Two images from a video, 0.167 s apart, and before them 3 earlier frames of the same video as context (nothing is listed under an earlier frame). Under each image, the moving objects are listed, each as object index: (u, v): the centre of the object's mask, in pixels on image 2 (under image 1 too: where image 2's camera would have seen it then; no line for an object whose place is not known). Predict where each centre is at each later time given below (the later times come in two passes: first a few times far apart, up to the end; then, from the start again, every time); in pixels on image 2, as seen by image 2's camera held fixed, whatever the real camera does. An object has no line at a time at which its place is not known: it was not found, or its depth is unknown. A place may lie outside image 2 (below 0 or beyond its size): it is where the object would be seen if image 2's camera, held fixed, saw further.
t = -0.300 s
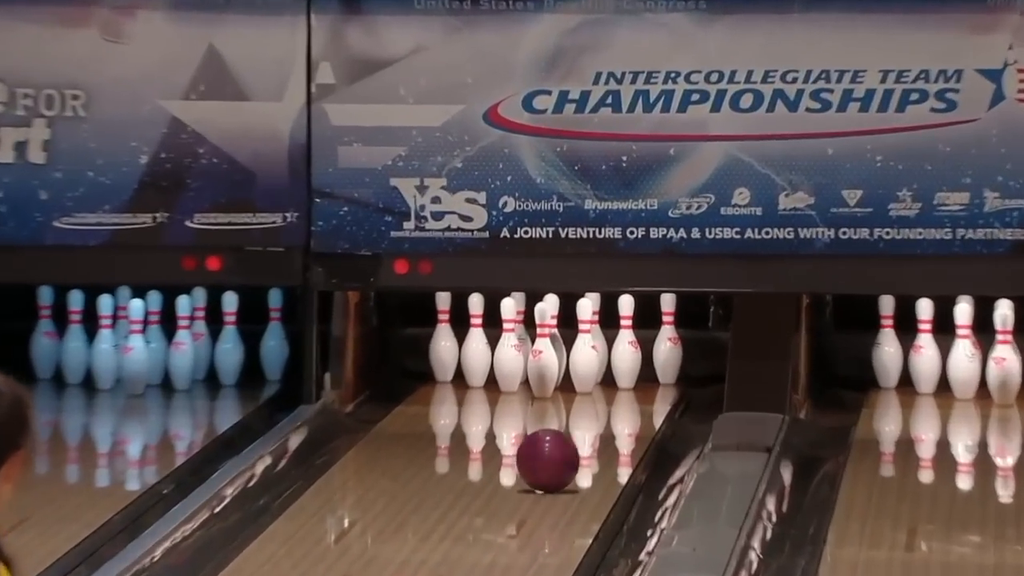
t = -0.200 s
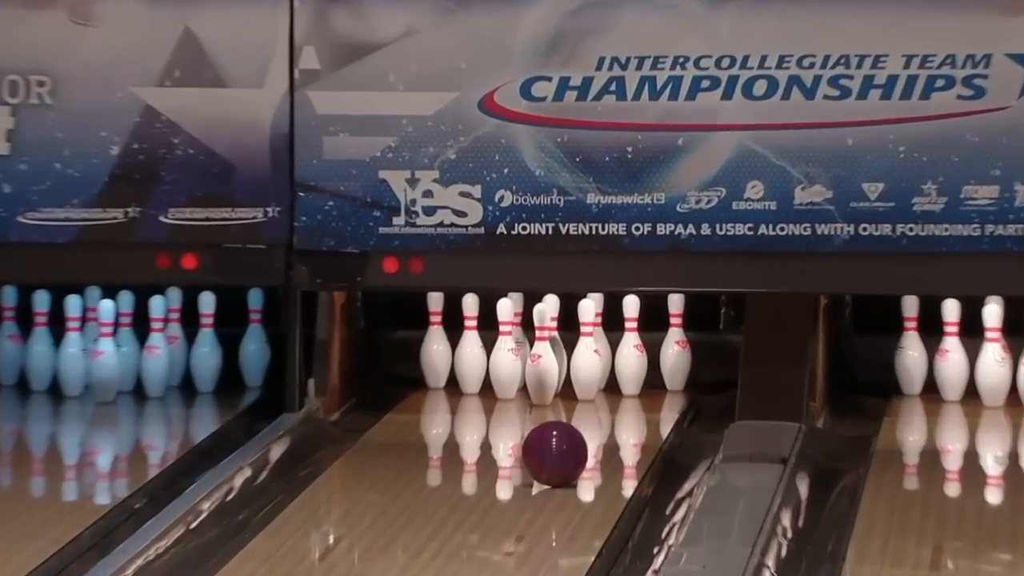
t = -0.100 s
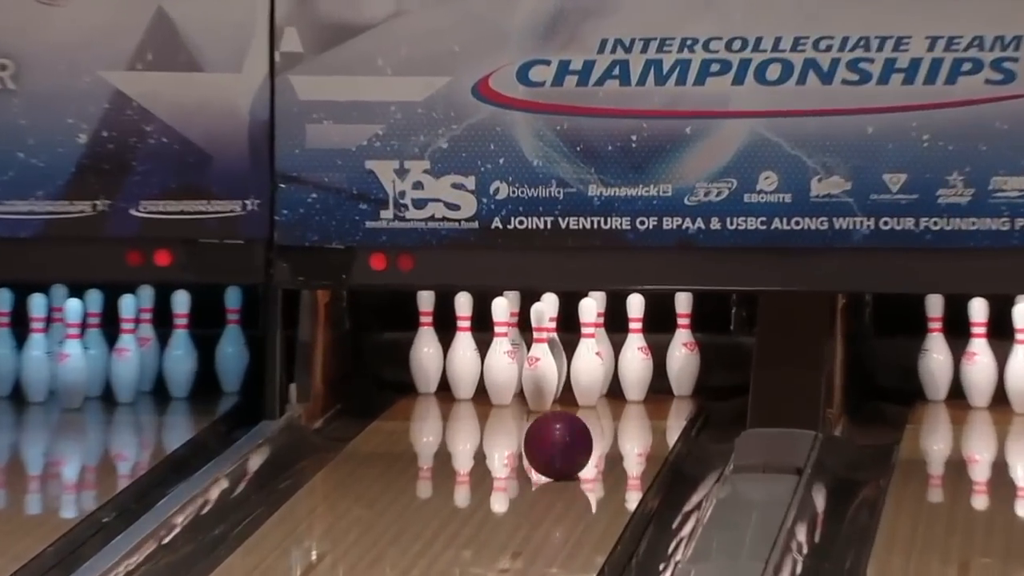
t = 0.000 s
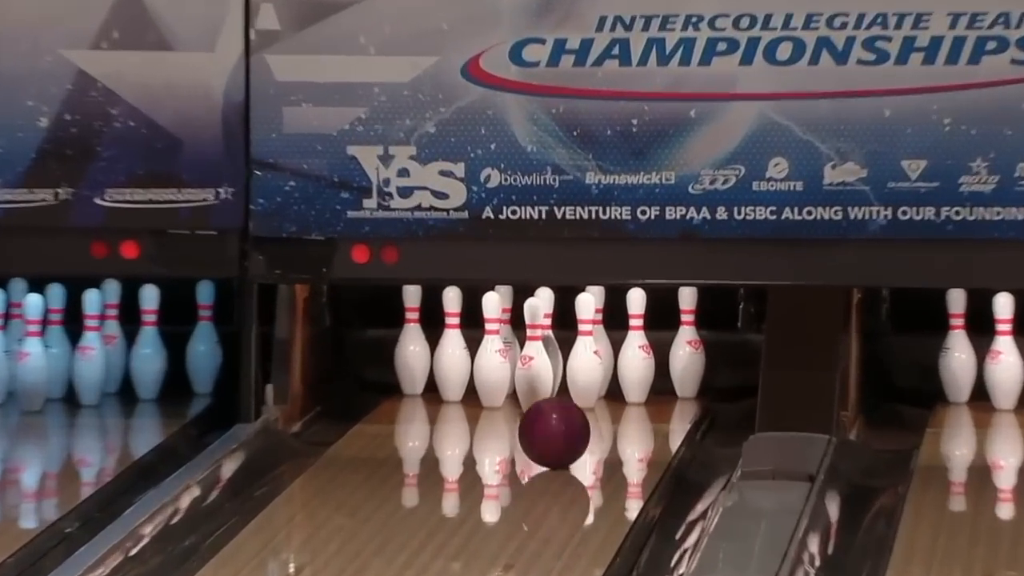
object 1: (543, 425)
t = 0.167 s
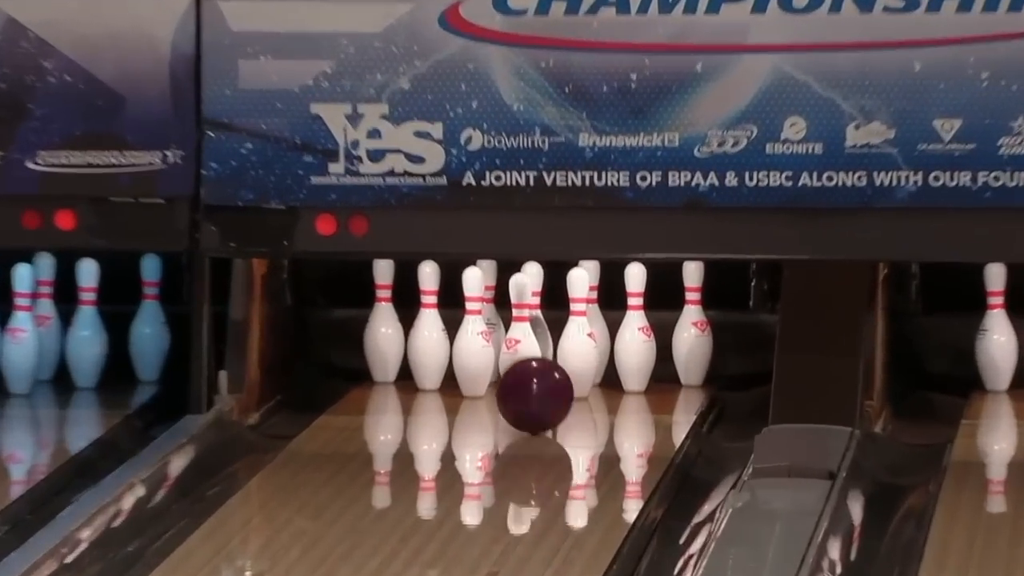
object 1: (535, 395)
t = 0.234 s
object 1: (530, 384)
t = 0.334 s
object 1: (523, 371)
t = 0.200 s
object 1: (532, 390)
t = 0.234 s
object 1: (530, 384)
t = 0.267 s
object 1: (527, 379)
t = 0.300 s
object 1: (525, 375)
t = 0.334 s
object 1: (523, 371)
